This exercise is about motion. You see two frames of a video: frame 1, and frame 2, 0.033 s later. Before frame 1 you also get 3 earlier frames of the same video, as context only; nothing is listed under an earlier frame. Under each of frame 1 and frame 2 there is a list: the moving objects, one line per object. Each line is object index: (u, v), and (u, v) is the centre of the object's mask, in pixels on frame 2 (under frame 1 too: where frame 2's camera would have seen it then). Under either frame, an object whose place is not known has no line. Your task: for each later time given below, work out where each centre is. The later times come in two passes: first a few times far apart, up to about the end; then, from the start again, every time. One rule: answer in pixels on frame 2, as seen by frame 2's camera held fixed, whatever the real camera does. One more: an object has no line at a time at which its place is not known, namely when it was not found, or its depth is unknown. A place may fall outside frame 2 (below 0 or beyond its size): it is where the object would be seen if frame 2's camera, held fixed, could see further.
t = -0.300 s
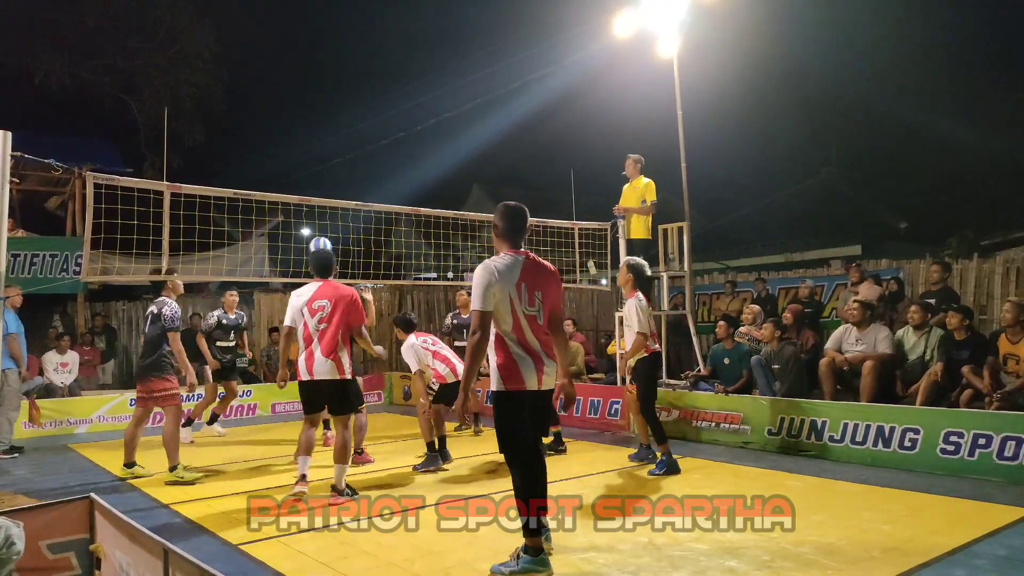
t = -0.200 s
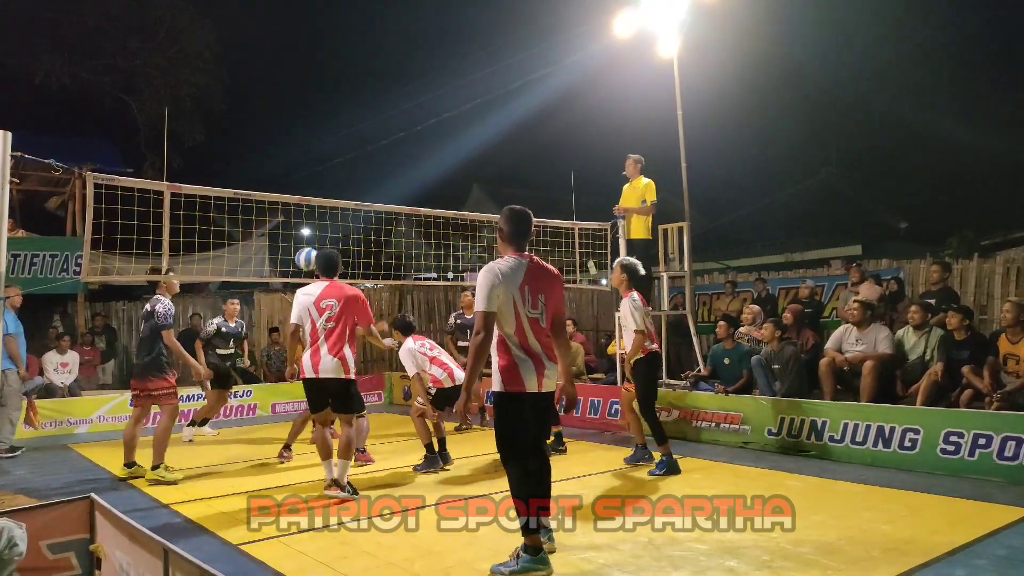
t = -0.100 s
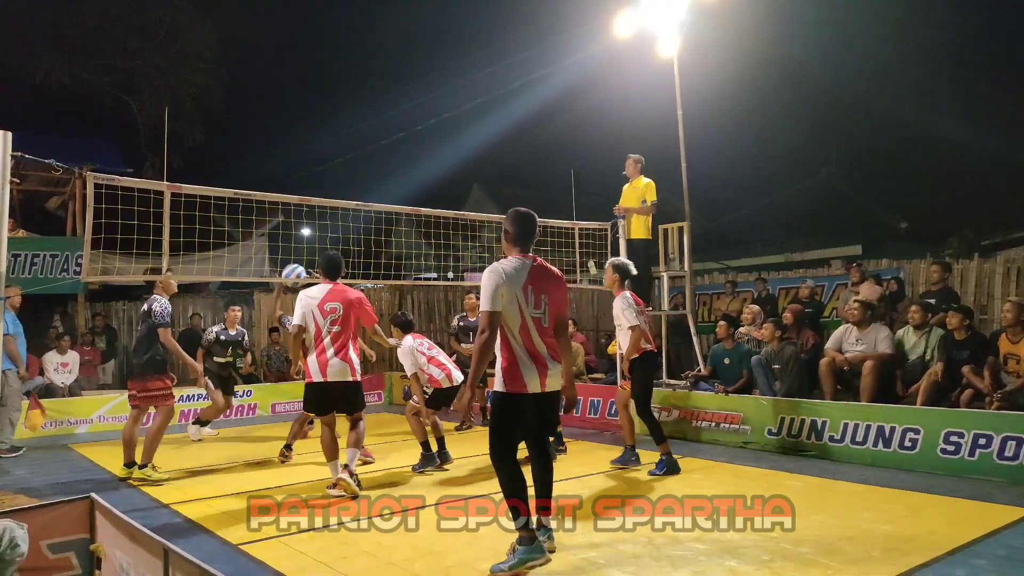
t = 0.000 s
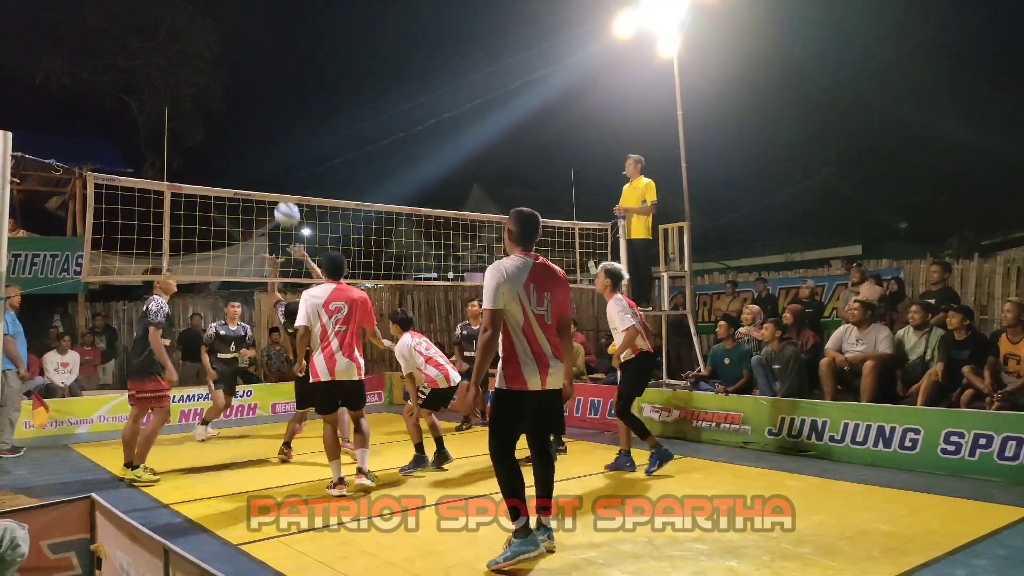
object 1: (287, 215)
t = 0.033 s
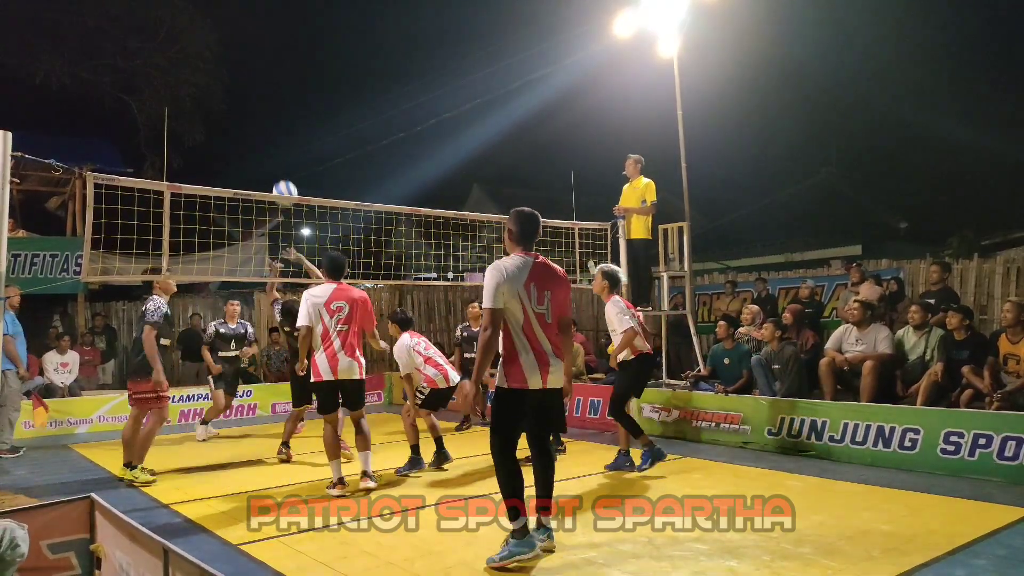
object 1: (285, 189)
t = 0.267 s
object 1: (270, 82)
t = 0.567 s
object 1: (248, 22)
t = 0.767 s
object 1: (235, 41)
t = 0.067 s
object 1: (283, 174)
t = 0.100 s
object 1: (282, 156)
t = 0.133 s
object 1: (280, 139)
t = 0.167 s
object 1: (278, 123)
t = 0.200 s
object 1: (275, 109)
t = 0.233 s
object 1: (273, 95)
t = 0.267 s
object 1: (270, 82)
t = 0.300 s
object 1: (268, 72)
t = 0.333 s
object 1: (265, 62)
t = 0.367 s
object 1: (262, 52)
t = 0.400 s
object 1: (260, 45)
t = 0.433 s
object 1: (257, 38)
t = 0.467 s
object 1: (255, 32)
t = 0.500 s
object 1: (253, 27)
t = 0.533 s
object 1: (250, 24)
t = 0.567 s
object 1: (248, 22)
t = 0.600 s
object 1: (246, 22)
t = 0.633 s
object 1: (244, 23)
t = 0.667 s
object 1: (242, 25)
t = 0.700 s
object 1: (240, 28)
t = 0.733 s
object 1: (237, 34)
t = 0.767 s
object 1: (235, 41)
